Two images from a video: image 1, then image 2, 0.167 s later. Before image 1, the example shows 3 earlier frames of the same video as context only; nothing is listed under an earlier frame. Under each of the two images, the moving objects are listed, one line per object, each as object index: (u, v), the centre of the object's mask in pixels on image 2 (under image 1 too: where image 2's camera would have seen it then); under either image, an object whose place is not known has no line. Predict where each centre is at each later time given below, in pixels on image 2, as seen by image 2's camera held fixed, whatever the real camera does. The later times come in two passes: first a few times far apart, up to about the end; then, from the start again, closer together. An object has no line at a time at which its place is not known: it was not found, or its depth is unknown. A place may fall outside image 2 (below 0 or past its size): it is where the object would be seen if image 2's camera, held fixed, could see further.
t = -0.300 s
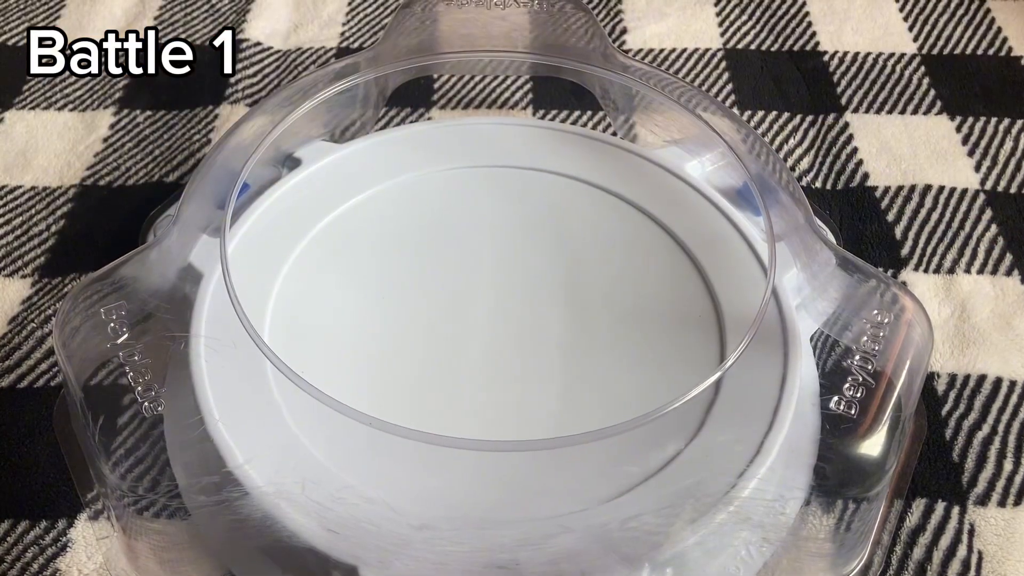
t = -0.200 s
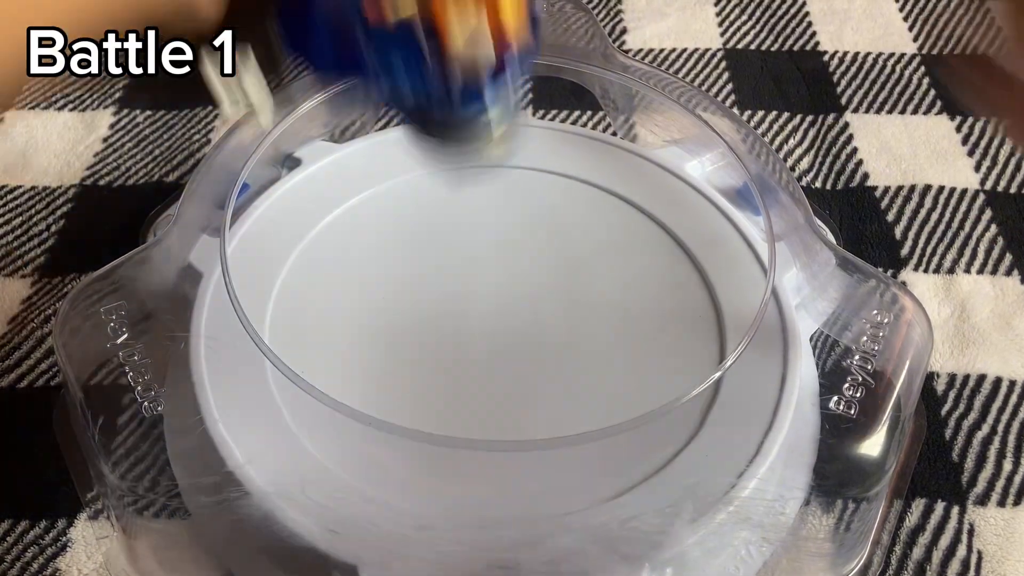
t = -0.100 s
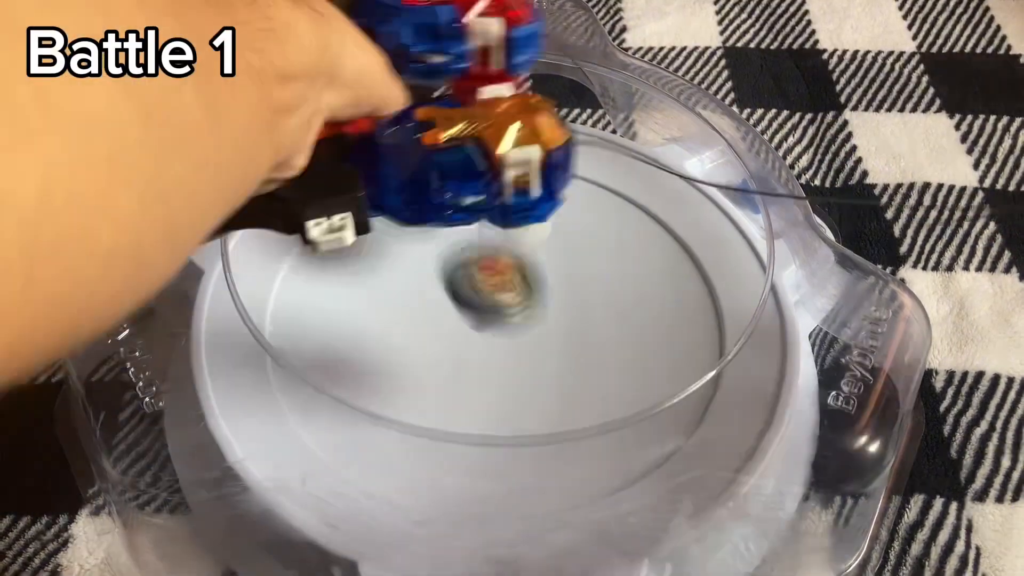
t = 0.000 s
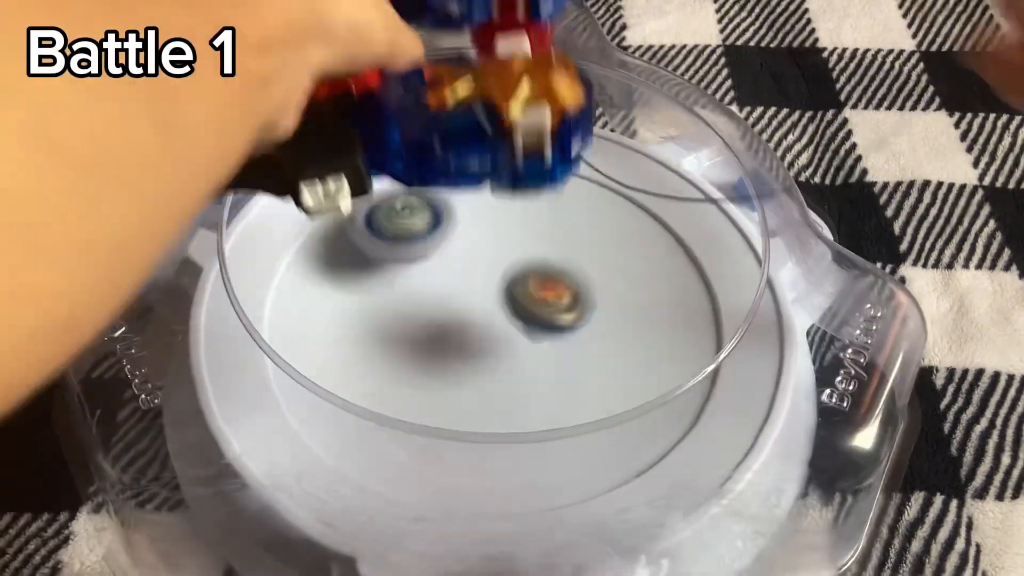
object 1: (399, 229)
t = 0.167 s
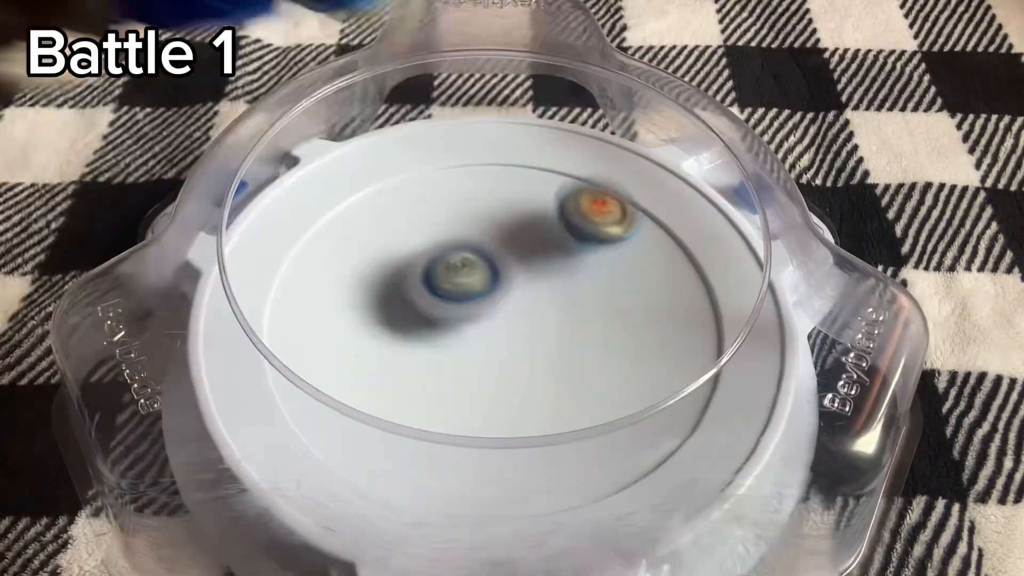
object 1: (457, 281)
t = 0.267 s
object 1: (528, 304)
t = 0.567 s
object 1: (582, 434)
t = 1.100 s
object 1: (655, 367)
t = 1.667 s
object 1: (488, 459)
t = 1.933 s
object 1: (434, 260)
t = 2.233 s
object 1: (585, 195)
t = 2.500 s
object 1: (664, 331)
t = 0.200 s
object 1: (476, 289)
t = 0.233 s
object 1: (501, 298)
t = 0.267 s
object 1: (528, 304)
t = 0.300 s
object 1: (554, 315)
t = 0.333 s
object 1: (579, 327)
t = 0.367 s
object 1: (595, 341)
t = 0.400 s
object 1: (610, 355)
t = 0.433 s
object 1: (618, 373)
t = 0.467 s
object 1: (619, 384)
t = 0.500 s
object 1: (614, 404)
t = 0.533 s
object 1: (602, 420)
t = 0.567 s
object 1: (582, 434)
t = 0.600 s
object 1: (552, 445)
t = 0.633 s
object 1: (518, 451)
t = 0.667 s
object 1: (479, 451)
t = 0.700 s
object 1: (440, 446)
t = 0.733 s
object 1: (404, 431)
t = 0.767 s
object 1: (377, 447)
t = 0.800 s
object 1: (381, 496)
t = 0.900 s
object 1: (502, 456)
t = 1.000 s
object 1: (579, 376)
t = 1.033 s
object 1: (595, 348)
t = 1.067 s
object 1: (630, 359)
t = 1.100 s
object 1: (655, 367)
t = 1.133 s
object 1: (683, 385)
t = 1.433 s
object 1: (638, 460)
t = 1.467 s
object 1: (621, 466)
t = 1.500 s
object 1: (602, 469)
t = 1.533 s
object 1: (587, 473)
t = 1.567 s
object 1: (568, 475)
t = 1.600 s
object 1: (544, 475)
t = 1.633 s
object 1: (517, 472)
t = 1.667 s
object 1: (488, 459)
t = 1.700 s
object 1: (465, 441)
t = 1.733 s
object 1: (447, 408)
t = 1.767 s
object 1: (423, 392)
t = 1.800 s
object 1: (421, 368)
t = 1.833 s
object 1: (415, 340)
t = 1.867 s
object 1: (417, 312)
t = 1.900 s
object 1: (424, 284)
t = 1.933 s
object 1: (434, 260)
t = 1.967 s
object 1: (447, 239)
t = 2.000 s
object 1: (462, 219)
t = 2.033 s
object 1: (478, 205)
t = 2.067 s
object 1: (495, 193)
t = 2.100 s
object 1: (514, 185)
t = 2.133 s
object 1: (532, 183)
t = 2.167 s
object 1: (551, 183)
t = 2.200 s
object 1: (568, 187)
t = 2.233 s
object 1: (585, 195)
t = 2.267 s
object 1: (602, 204)
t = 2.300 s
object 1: (617, 218)
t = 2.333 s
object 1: (631, 234)
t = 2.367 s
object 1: (642, 252)
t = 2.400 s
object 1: (652, 271)
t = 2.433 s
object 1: (659, 291)
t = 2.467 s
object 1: (663, 310)
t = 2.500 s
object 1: (664, 331)
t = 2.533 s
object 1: (654, 352)
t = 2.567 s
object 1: (634, 369)
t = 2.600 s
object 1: (611, 382)
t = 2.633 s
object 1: (587, 391)
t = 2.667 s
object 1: (557, 392)
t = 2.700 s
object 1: (598, 387)
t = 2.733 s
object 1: (664, 376)
